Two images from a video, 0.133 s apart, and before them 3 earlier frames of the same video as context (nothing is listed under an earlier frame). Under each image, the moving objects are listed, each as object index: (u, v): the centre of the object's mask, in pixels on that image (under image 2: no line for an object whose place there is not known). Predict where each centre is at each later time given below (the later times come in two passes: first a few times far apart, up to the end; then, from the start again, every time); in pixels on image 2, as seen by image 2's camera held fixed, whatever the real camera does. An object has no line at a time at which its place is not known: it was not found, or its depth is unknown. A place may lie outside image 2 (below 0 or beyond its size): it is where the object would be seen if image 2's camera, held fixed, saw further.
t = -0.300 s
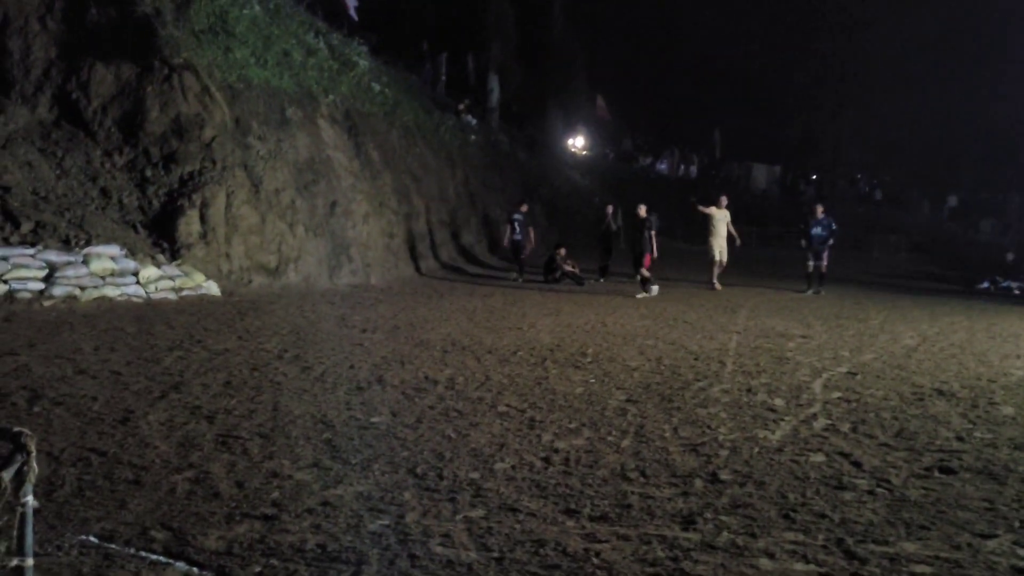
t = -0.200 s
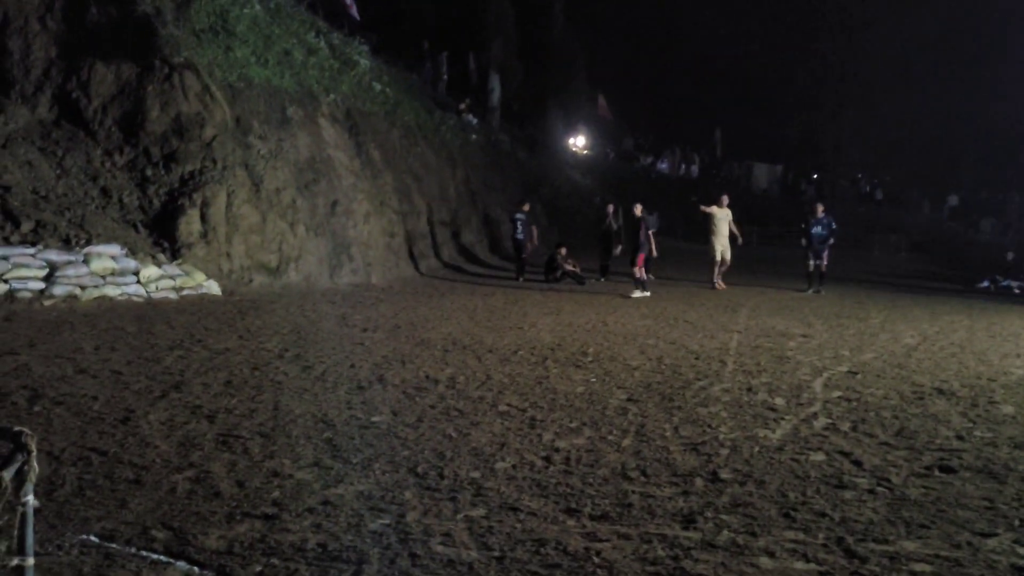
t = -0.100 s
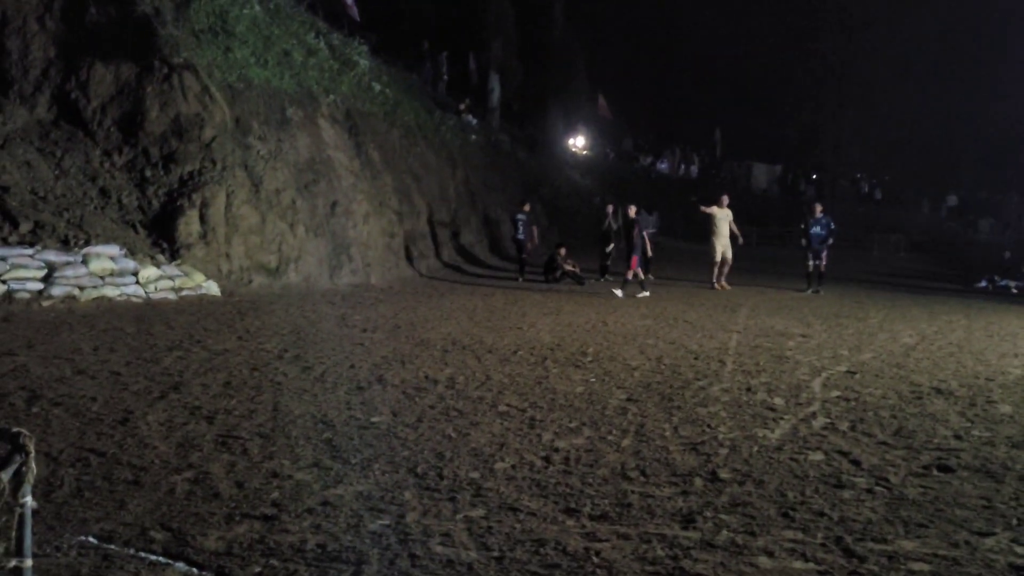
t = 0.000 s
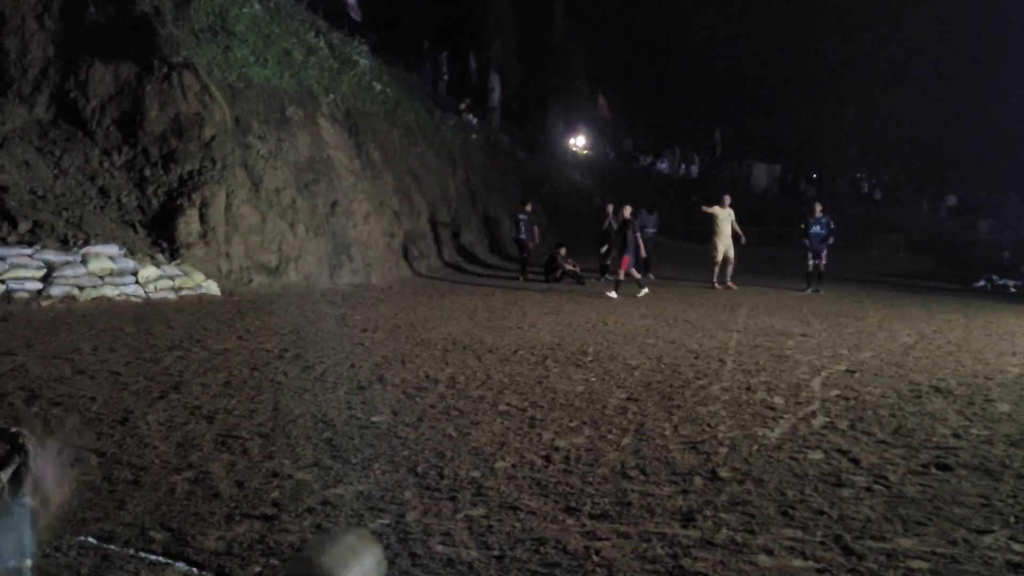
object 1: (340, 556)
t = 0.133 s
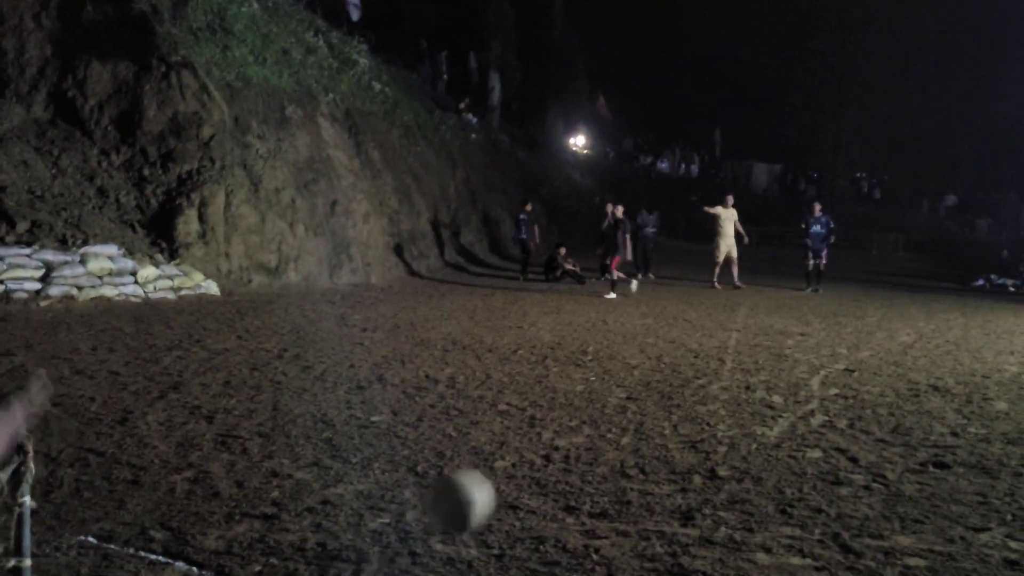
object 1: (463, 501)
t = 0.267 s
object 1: (526, 490)
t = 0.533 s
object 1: (578, 415)
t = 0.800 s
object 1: (601, 386)
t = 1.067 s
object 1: (617, 362)
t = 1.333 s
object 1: (630, 343)
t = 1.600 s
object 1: (642, 324)
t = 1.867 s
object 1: (652, 320)
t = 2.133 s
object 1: (660, 312)
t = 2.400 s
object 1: (667, 299)
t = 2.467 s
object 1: (668, 296)
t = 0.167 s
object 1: (479, 496)
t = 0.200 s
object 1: (500, 492)
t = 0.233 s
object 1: (514, 492)
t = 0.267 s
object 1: (526, 490)
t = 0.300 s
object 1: (537, 474)
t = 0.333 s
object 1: (544, 461)
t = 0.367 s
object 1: (551, 453)
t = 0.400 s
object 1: (559, 447)
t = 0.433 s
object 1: (565, 442)
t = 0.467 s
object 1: (570, 437)
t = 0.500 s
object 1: (575, 425)
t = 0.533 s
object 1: (578, 415)
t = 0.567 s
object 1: (582, 406)
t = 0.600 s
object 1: (585, 401)
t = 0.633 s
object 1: (588, 396)
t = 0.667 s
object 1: (590, 395)
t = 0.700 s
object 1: (593, 394)
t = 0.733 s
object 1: (596, 395)
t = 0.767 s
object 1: (599, 391)
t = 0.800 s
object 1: (601, 386)
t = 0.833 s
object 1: (603, 381)
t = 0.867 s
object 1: (605, 378)
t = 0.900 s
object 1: (608, 376)
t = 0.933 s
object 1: (610, 373)
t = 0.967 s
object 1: (612, 369)
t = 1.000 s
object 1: (613, 366)
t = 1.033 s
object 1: (615, 363)
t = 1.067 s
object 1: (617, 362)
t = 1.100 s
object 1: (619, 359)
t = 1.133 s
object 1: (621, 356)
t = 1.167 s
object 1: (622, 355)
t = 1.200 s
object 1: (625, 353)
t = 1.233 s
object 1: (626, 350)
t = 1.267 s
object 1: (628, 347)
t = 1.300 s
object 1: (628, 346)
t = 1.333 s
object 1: (630, 343)
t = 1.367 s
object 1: (631, 342)
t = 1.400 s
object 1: (633, 339)
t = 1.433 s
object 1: (634, 338)
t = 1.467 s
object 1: (636, 336)
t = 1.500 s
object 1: (638, 331)
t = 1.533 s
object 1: (639, 328)
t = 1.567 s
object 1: (641, 325)
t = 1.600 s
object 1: (642, 324)
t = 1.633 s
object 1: (644, 324)
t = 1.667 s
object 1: (645, 325)
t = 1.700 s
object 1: (646, 326)
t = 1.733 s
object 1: (648, 324)
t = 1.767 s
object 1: (649, 323)
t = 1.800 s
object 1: (650, 323)
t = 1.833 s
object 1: (651, 321)
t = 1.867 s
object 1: (652, 320)
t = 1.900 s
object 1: (653, 319)
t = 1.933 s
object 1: (654, 318)
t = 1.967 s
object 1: (655, 317)
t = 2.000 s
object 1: (656, 315)
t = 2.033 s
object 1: (657, 314)
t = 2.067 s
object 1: (658, 314)
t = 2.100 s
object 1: (659, 313)
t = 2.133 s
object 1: (660, 312)
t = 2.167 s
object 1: (661, 312)
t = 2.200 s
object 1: (662, 310)
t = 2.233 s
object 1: (664, 308)
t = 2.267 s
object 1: (664, 308)
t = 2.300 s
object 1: (665, 308)
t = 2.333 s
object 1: (666, 305)
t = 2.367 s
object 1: (667, 302)
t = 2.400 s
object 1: (667, 299)
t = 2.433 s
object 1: (667, 297)
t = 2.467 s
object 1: (668, 296)
